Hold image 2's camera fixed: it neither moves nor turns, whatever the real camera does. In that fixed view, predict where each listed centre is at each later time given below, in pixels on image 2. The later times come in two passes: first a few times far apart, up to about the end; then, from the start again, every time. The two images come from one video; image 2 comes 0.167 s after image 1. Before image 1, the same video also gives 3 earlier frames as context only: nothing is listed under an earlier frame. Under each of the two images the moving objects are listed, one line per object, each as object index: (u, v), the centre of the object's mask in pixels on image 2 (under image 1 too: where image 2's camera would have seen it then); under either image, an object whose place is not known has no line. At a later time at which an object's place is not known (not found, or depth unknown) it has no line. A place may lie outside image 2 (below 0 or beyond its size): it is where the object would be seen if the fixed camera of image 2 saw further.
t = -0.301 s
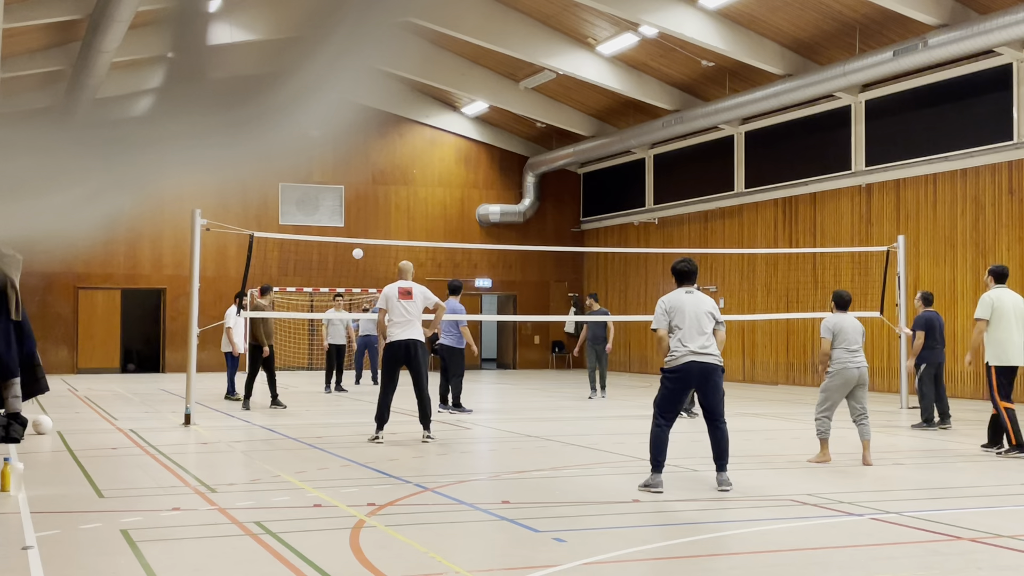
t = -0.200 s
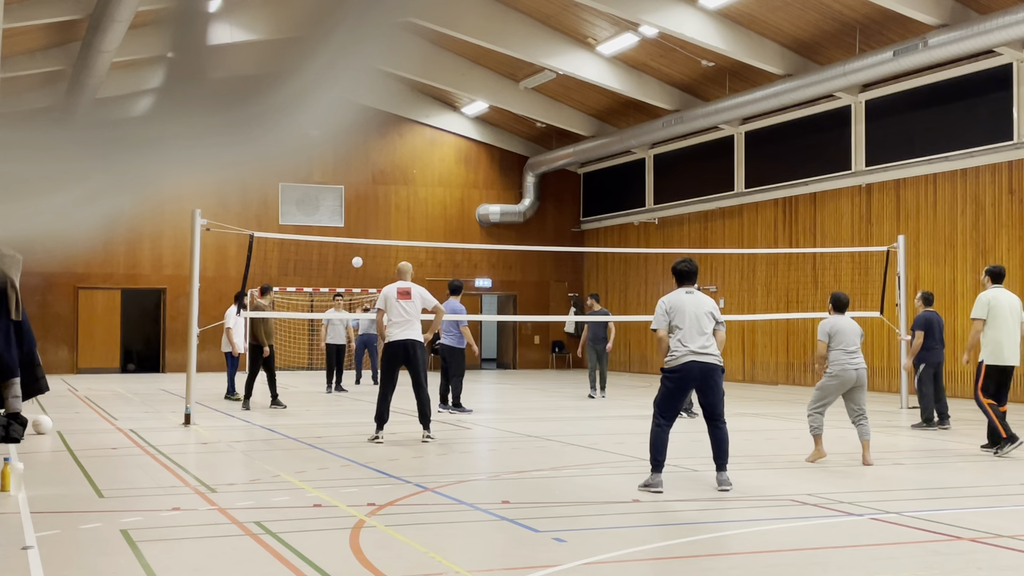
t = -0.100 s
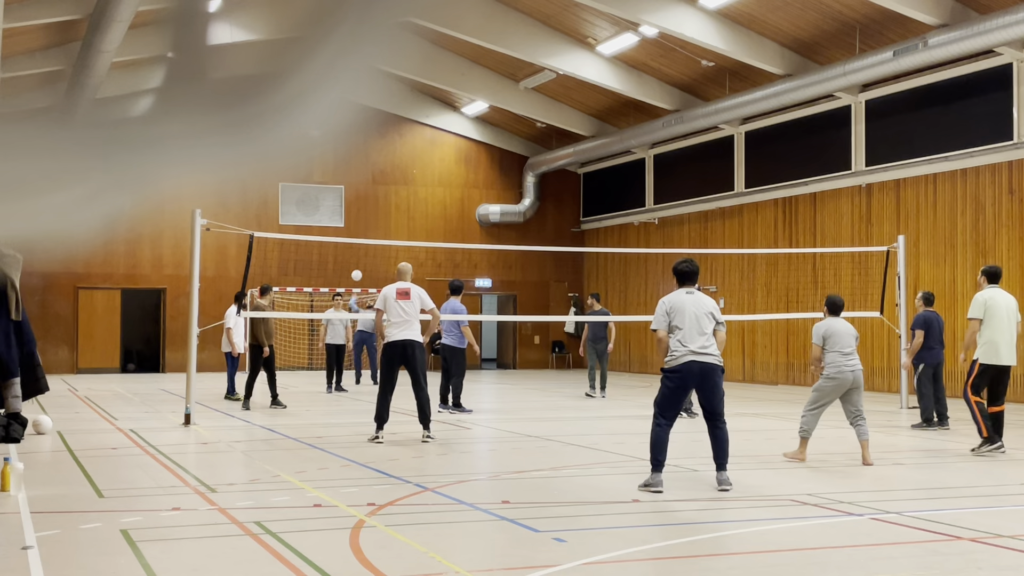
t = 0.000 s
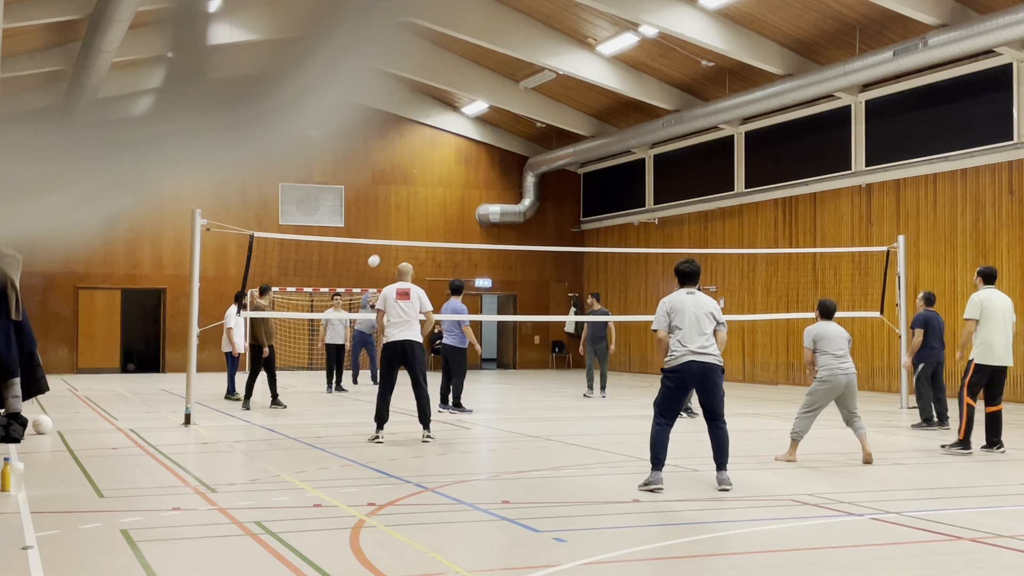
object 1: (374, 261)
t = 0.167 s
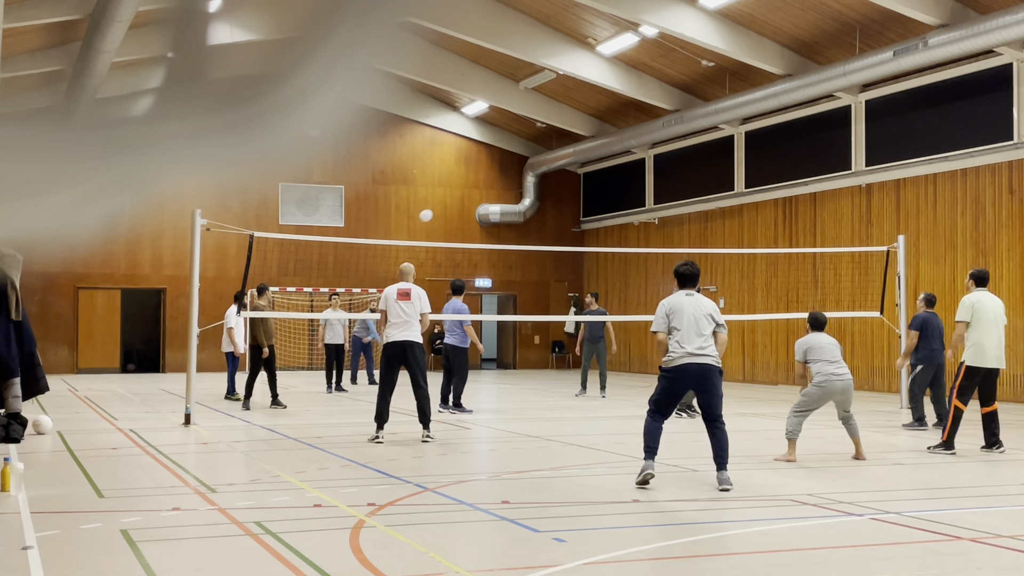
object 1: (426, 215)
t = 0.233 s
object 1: (450, 201)
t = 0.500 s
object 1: (566, 169)
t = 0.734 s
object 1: (703, 188)
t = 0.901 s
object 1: (831, 238)
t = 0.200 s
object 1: (438, 208)
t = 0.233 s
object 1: (450, 201)
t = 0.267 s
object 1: (462, 194)
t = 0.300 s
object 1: (476, 189)
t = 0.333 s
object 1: (489, 184)
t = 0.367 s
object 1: (504, 179)
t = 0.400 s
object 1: (518, 176)
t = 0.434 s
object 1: (534, 173)
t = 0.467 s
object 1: (550, 171)
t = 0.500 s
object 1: (566, 169)
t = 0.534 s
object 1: (583, 169)
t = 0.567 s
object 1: (601, 169)
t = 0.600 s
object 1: (620, 171)
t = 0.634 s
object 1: (640, 173)
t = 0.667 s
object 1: (660, 177)
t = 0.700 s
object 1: (681, 182)
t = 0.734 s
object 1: (703, 188)
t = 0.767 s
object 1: (727, 195)
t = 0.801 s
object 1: (750, 203)
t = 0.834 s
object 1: (776, 213)
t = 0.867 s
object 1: (803, 225)
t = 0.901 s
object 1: (831, 238)
